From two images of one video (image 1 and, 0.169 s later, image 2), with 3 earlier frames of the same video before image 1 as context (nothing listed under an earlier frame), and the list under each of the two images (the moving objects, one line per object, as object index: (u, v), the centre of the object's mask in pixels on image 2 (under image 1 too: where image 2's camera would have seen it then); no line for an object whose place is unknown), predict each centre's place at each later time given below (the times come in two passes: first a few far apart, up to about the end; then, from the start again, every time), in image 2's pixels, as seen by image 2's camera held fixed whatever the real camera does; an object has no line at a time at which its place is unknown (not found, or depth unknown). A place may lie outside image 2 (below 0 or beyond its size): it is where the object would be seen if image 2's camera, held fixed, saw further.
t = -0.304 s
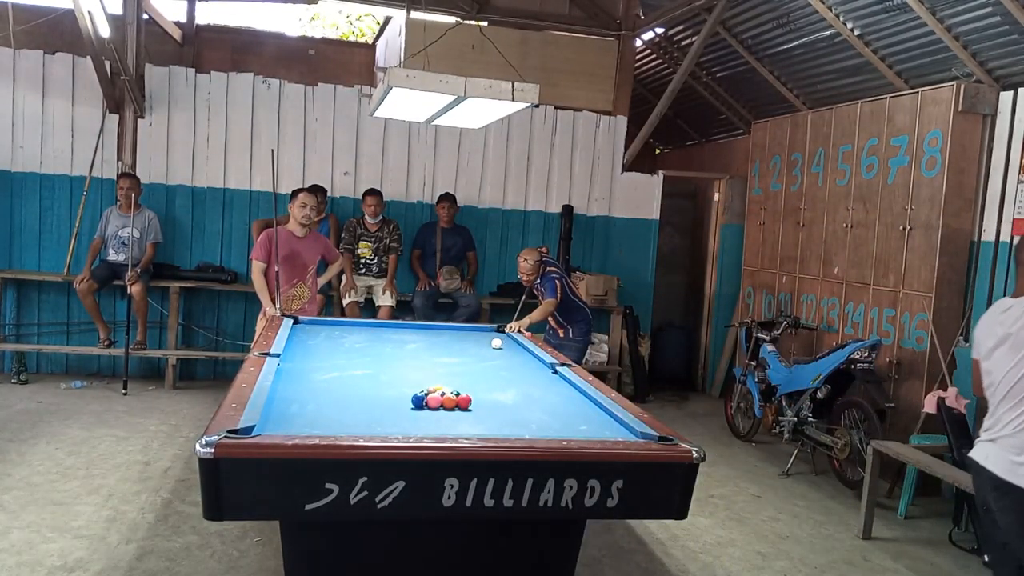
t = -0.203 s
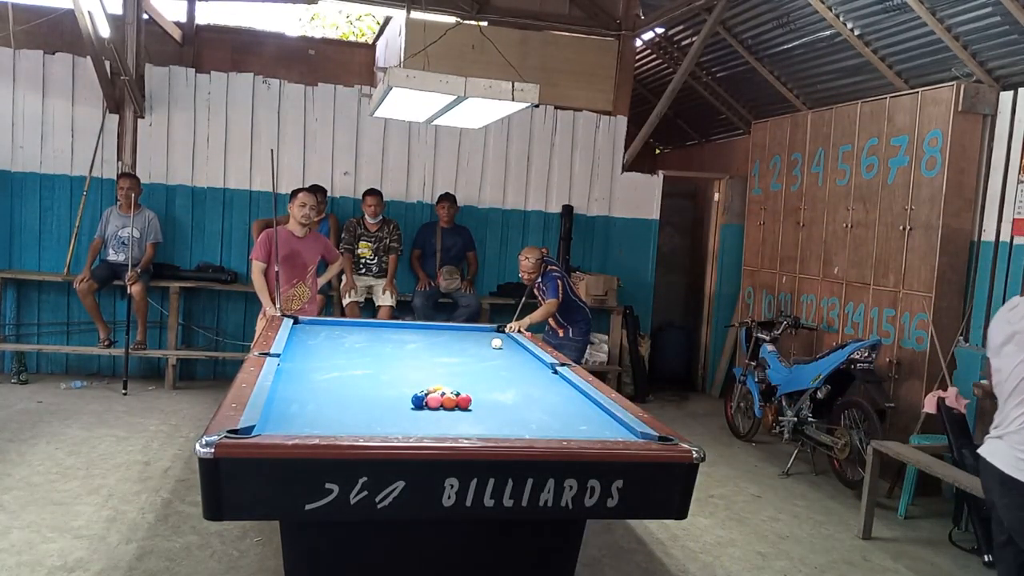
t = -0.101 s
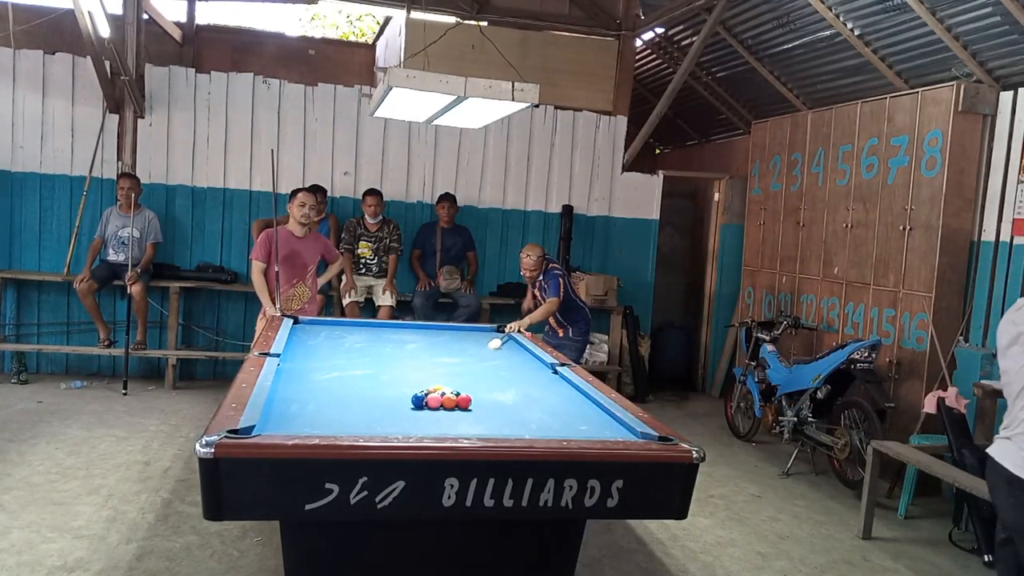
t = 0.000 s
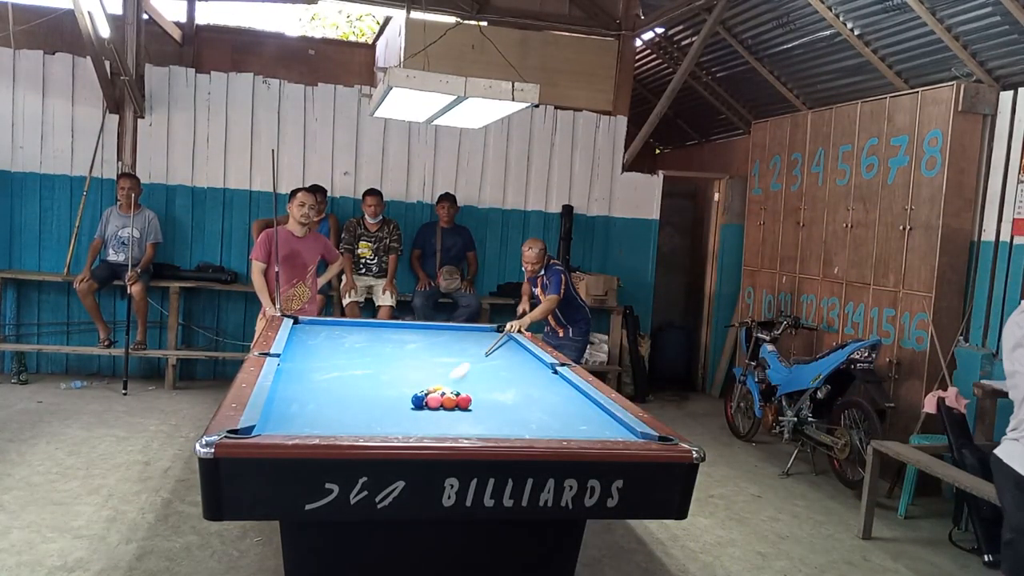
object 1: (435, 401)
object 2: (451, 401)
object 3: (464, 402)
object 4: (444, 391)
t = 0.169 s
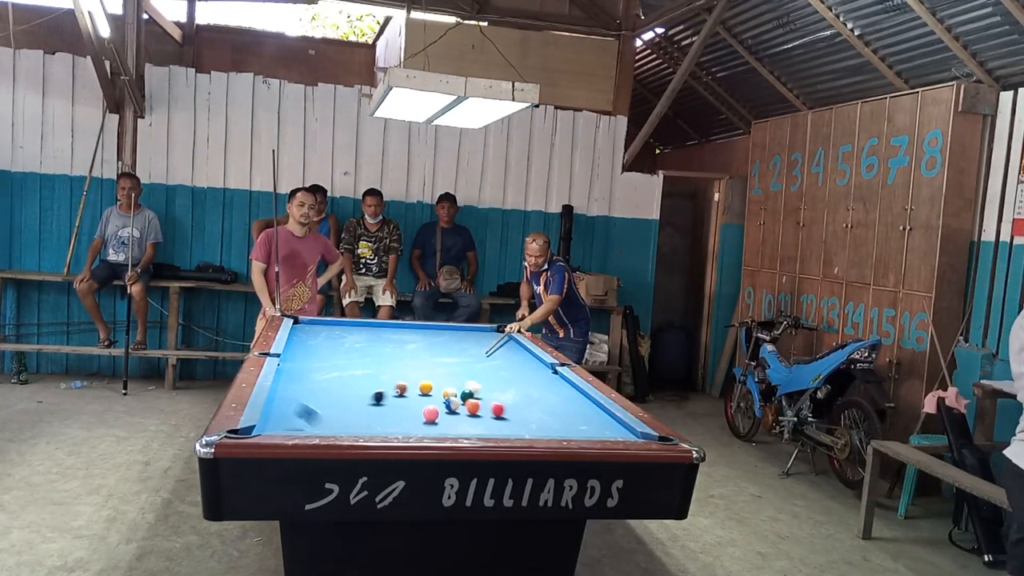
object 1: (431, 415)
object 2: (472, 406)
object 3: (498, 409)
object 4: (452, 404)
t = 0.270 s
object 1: (428, 423)
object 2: (490, 410)
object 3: (521, 414)
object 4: (461, 409)
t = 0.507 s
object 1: (414, 425)
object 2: (529, 420)
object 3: (577, 427)
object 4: (482, 420)
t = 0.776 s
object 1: (393, 413)
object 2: (578, 430)
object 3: (624, 431)
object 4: (508, 430)
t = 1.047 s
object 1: (375, 402)
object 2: (601, 430)
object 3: (609, 422)
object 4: (512, 426)
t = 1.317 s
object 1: (359, 392)
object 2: (613, 427)
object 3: (581, 417)
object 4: (514, 421)
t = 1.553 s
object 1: (347, 384)
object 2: (615, 422)
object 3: (566, 416)
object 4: (516, 416)
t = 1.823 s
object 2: (600, 417)
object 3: (550, 417)
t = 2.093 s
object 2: (587, 413)
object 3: (536, 417)
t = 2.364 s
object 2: (576, 410)
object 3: (524, 418)
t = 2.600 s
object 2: (568, 407)
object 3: (514, 418)
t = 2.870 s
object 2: (560, 404)
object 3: (505, 418)
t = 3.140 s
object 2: (553, 402)
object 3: (498, 418)
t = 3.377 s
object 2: (549, 401)
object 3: (493, 418)
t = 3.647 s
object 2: (544, 399)
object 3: (489, 419)
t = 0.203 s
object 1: (430, 418)
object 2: (478, 407)
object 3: (505, 410)
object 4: (455, 406)
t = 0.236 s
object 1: (429, 421)
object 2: (484, 408)
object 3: (513, 412)
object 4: (458, 407)
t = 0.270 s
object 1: (428, 423)
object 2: (490, 410)
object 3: (521, 414)
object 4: (461, 409)
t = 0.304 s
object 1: (428, 425)
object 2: (495, 412)
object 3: (529, 416)
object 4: (464, 411)
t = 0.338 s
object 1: (426, 427)
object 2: (501, 413)
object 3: (536, 418)
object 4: (467, 412)
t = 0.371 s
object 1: (426, 428)
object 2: (506, 415)
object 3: (544, 420)
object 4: (470, 414)
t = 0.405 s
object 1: (423, 428)
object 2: (512, 416)
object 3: (552, 422)
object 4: (473, 416)
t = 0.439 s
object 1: (420, 427)
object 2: (518, 418)
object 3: (561, 423)
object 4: (476, 417)
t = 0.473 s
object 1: (417, 426)
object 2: (524, 419)
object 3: (569, 426)
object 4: (479, 418)
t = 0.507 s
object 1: (414, 425)
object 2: (529, 420)
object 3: (577, 427)
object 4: (482, 420)
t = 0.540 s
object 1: (411, 424)
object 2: (535, 422)
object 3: (585, 429)
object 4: (485, 422)
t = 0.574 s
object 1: (408, 423)
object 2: (542, 423)
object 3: (594, 430)
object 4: (488, 424)
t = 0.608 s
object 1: (405, 423)
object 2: (547, 425)
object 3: (602, 431)
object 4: (492, 425)
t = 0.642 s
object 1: (403, 422)
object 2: (553, 426)
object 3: (611, 432)
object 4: (495, 426)
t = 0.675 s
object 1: (400, 418)
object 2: (559, 428)
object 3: (615, 432)
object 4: (498, 427)
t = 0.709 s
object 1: (397, 417)
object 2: (565, 428)
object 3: (618, 432)
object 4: (502, 428)
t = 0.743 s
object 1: (395, 415)
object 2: (572, 429)
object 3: (621, 431)
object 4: (505, 429)
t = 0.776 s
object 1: (393, 413)
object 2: (578, 430)
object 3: (624, 431)
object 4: (508, 430)
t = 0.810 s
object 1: (390, 412)
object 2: (584, 431)
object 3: (627, 431)
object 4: (510, 430)
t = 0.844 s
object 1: (388, 410)
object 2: (590, 432)
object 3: (629, 430)
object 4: (510, 430)
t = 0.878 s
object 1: (385, 409)
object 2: (592, 432)
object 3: (626, 429)
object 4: (510, 429)
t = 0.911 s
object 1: (383, 407)
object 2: (594, 431)
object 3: (622, 428)
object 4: (511, 429)
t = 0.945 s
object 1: (381, 406)
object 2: (596, 431)
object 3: (618, 427)
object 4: (511, 428)
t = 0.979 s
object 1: (379, 404)
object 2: (597, 431)
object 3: (615, 426)
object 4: (512, 428)
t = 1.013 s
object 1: (376, 403)
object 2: (599, 430)
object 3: (612, 425)
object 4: (511, 427)
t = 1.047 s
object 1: (375, 402)
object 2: (601, 430)
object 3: (609, 422)
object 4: (512, 426)
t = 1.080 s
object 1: (373, 400)
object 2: (603, 430)
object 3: (604, 420)
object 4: (512, 426)
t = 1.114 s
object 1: (370, 399)
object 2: (604, 429)
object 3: (599, 420)
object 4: (512, 426)
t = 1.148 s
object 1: (368, 398)
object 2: (606, 429)
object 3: (596, 420)
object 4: (513, 425)
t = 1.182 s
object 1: (366, 397)
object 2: (607, 428)
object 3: (594, 420)
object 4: (513, 424)
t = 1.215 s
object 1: (364, 395)
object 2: (609, 428)
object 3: (591, 419)
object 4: (513, 423)
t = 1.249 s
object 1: (362, 394)
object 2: (610, 428)
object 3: (587, 418)
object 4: (513, 423)
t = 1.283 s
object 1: (360, 392)
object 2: (612, 427)
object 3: (584, 418)
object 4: (514, 422)
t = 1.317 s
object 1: (359, 392)
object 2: (613, 427)
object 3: (581, 417)
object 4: (514, 421)
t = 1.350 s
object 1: (357, 390)
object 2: (615, 426)
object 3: (579, 417)
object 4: (514, 420)
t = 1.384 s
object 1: (355, 389)
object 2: (616, 426)
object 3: (577, 417)
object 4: (515, 419)
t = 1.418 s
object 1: (353, 388)
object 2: (618, 425)
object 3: (574, 417)
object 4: (515, 418)
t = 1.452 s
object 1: (352, 387)
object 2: (619, 424)
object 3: (572, 417)
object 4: (515, 418)
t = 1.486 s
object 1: (350, 386)
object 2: (619, 424)
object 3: (570, 417)
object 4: (516, 417)
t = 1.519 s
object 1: (348, 385)
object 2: (617, 423)
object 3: (568, 417)
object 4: (516, 416)
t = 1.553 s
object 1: (347, 384)
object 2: (615, 422)
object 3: (566, 416)
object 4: (516, 416)
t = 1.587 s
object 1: (345, 383)
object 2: (613, 421)
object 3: (564, 417)
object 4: (516, 415)
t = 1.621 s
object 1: (344, 382)
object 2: (611, 421)
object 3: (562, 417)
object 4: (517, 414)
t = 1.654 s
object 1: (342, 381)
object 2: (609, 421)
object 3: (560, 417)
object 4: (517, 413)
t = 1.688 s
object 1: (341, 379)
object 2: (607, 420)
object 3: (558, 417)
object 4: (517, 413)
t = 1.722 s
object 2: (606, 419)
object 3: (556, 417)
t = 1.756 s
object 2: (604, 419)
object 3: (554, 417)
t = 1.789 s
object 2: (602, 418)
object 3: (552, 417)
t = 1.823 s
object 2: (600, 417)
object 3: (550, 417)
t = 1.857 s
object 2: (598, 417)
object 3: (549, 417)
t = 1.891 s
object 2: (597, 417)
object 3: (546, 417)
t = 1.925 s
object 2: (595, 416)
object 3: (545, 417)
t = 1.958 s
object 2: (593, 416)
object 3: (543, 417)
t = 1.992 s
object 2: (592, 415)
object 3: (541, 417)
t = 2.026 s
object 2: (590, 415)
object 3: (540, 417)
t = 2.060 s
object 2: (589, 414)
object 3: (538, 417)
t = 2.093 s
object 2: (587, 413)
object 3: (536, 417)
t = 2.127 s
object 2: (585, 413)
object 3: (535, 417)
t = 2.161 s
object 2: (584, 413)
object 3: (533, 417)
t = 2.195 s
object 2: (583, 412)
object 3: (531, 417)
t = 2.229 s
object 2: (581, 412)
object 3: (530, 417)
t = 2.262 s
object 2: (580, 411)
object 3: (528, 418)
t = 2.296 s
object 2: (578, 411)
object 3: (527, 418)
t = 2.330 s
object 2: (577, 411)
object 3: (525, 418)
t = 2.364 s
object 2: (576, 410)
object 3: (524, 418)
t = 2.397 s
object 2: (575, 410)
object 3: (522, 418)
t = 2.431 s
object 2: (573, 409)
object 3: (521, 418)
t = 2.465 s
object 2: (572, 409)
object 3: (520, 418)
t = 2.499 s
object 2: (571, 409)
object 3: (518, 418)
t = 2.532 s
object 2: (570, 408)
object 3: (517, 418)
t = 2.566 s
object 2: (569, 408)
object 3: (515, 418)
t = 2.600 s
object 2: (568, 407)
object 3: (514, 418)
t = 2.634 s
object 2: (567, 407)
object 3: (513, 418)
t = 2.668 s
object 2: (566, 407)
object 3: (512, 418)
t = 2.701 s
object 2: (565, 406)
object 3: (511, 418)
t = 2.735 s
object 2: (564, 406)
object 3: (509, 418)
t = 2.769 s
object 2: (563, 406)
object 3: (508, 418)
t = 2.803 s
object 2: (562, 405)
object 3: (507, 418)
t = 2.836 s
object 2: (561, 405)
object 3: (506, 418)
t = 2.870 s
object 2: (560, 404)
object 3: (505, 418)
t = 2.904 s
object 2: (559, 404)
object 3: (504, 418)
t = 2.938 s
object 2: (558, 404)
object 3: (503, 418)
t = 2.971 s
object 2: (557, 404)
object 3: (502, 418)
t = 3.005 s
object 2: (556, 403)
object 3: (502, 418)
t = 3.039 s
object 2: (556, 403)
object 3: (501, 418)
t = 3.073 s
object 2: (555, 403)
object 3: (500, 418)
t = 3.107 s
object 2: (554, 402)
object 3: (499, 418)
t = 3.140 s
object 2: (553, 402)
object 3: (498, 418)
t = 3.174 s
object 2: (553, 402)
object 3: (497, 418)
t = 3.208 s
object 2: (552, 402)
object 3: (497, 418)
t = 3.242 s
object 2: (551, 402)
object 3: (496, 418)
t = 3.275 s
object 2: (550, 401)
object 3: (495, 418)
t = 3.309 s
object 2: (550, 401)
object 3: (494, 418)
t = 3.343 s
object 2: (549, 401)
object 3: (494, 418)
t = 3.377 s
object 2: (549, 401)
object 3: (493, 418)
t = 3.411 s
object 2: (548, 400)
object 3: (493, 418)
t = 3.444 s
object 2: (547, 400)
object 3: (492, 419)
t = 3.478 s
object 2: (547, 400)
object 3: (492, 419)
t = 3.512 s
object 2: (546, 400)
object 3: (491, 419)
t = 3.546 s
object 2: (546, 400)
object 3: (490, 419)
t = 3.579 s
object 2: (545, 400)
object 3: (490, 419)
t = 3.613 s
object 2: (545, 399)
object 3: (490, 419)
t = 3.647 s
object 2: (544, 399)
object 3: (489, 419)
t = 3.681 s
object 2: (544, 399)
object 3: (489, 419)
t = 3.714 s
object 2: (543, 399)
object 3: (488, 419)
